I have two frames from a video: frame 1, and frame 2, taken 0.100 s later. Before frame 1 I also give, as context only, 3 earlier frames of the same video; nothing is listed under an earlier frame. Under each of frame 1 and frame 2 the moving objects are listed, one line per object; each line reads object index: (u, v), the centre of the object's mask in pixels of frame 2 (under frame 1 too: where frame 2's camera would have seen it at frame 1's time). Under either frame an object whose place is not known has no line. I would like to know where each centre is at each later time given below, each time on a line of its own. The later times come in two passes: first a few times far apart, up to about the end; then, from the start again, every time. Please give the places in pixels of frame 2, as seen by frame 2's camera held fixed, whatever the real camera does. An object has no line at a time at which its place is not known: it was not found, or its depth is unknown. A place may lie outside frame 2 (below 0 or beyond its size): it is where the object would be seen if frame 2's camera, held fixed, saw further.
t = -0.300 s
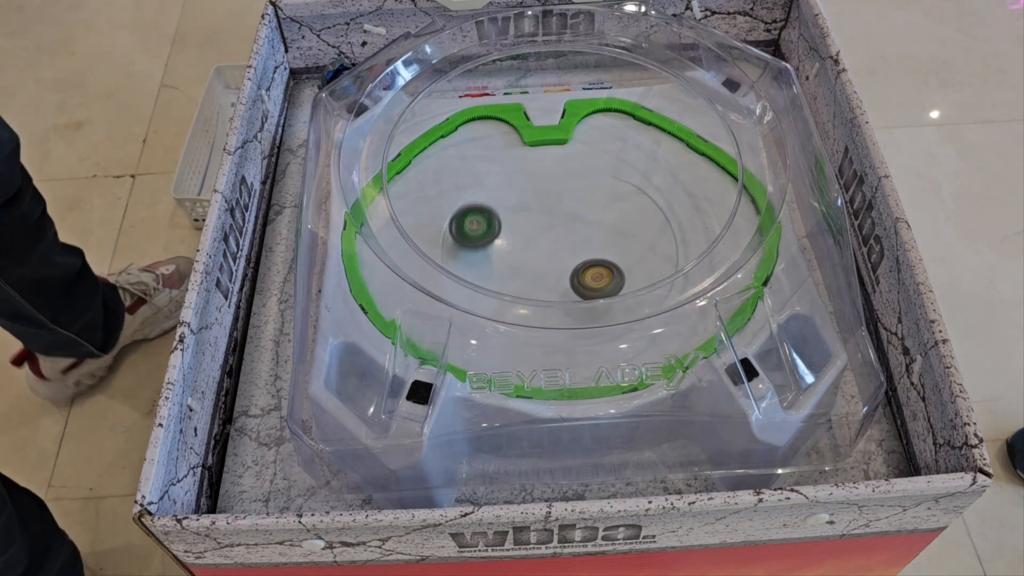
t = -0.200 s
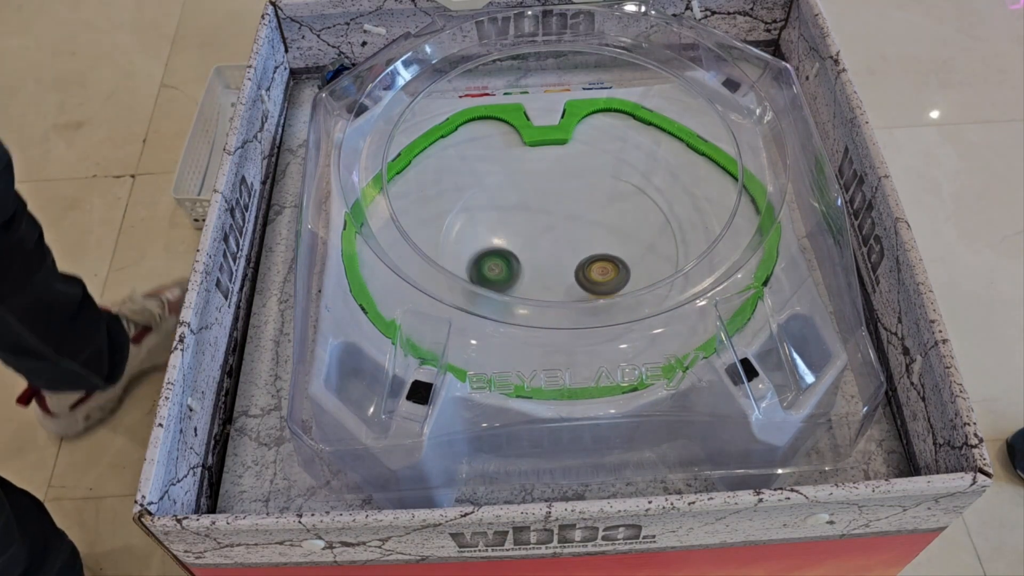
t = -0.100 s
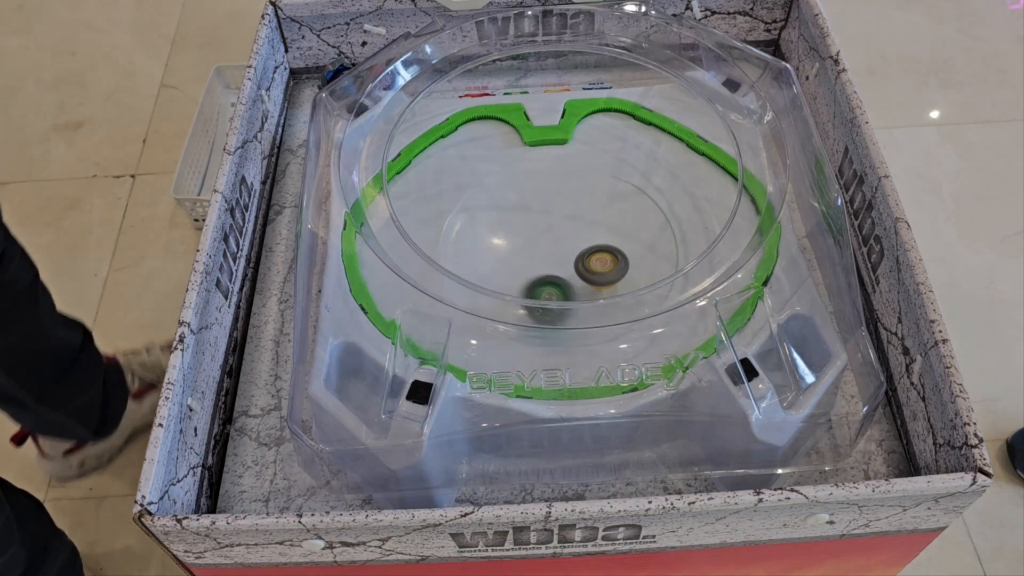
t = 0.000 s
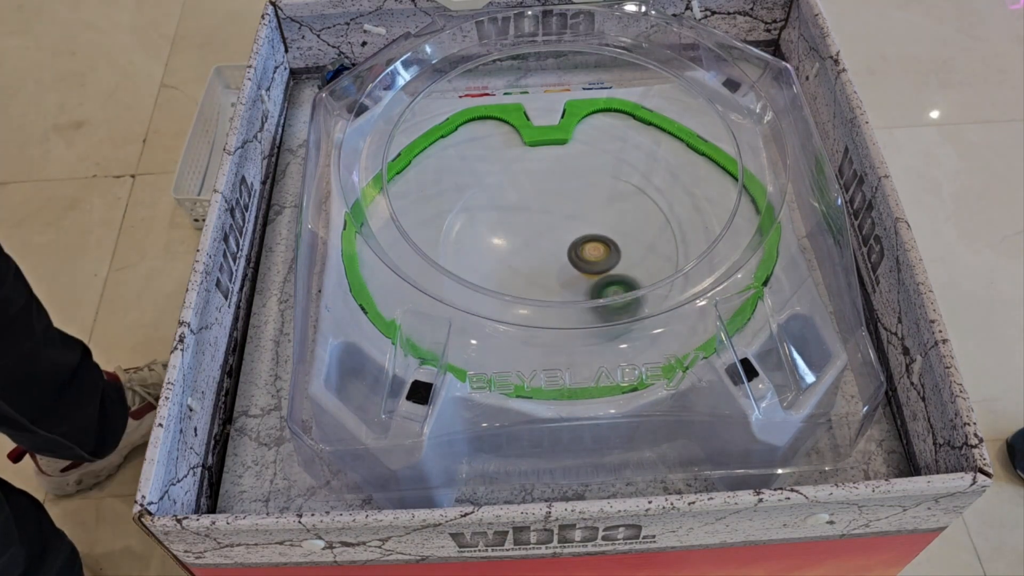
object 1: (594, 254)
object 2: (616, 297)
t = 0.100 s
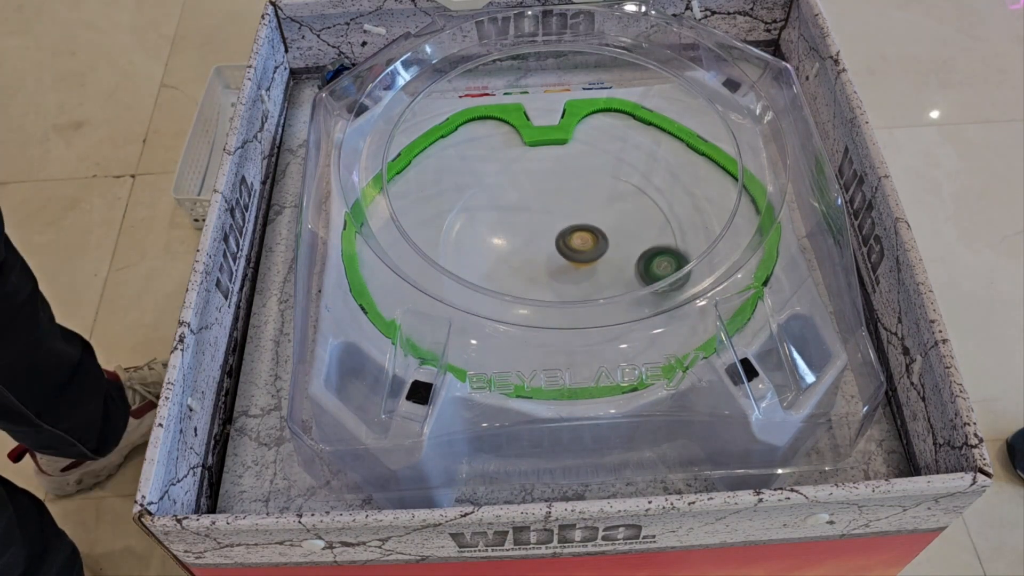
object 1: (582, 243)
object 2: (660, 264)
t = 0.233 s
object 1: (559, 233)
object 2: (661, 215)
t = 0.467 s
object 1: (523, 231)
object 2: (550, 186)
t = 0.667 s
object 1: (501, 274)
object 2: (505, 175)
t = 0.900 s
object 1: (537, 293)
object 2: (528, 248)
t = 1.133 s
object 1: (638, 314)
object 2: (598, 201)
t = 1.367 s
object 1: (689, 233)
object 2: (580, 223)
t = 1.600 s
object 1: (616, 197)
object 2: (531, 252)
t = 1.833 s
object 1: (521, 188)
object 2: (563, 259)
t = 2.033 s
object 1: (476, 202)
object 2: (608, 241)
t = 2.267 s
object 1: (466, 225)
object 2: (576, 239)
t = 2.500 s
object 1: (490, 249)
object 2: (549, 256)
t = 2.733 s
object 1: (497, 252)
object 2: (624, 265)
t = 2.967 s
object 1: (535, 254)
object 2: (592, 227)
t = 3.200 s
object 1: (550, 258)
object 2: (551, 196)
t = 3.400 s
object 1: (590, 281)
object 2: (525, 205)
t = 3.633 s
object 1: (639, 292)
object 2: (501, 205)
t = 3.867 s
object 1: (642, 270)
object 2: (541, 256)
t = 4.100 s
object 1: (623, 264)
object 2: (572, 241)
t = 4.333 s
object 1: (586, 253)
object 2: (562, 205)
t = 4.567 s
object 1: (539, 251)
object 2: (557, 209)
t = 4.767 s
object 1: (477, 284)
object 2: (595, 171)
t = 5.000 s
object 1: (485, 288)
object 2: (583, 167)
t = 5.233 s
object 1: (499, 273)
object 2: (551, 219)
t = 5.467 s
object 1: (466, 254)
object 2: (628, 234)
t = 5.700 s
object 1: (477, 246)
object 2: (641, 225)
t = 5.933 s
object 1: (513, 236)
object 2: (571, 239)
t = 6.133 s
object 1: (405, 175)
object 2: (684, 250)
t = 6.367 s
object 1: (457, 215)
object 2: (527, 125)
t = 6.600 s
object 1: (525, 227)
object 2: (425, 164)
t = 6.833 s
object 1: (600, 226)
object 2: (403, 195)
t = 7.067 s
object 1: (649, 236)
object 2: (379, 228)
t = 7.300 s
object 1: (656, 258)
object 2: (398, 236)
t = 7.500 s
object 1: (631, 276)
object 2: (441, 220)
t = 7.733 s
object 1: (580, 281)
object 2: (534, 219)
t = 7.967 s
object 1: (527, 256)
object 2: (597, 216)
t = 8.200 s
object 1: (504, 216)
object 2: (591, 220)
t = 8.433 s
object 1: (517, 187)
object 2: (573, 233)
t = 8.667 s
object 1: (550, 181)
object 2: (582, 258)
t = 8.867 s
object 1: (581, 197)
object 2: (601, 268)
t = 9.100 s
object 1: (607, 221)
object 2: (580, 281)
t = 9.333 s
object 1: (599, 249)
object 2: (535, 284)
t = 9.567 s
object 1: (603, 258)
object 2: (496, 275)
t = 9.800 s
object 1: (588, 247)
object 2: (482, 270)
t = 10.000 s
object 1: (565, 230)
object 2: (504, 257)
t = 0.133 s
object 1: (577, 240)
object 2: (670, 253)
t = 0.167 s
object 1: (571, 238)
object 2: (674, 242)
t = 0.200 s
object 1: (565, 235)
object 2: (669, 228)
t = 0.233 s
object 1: (559, 233)
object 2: (661, 215)
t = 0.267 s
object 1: (553, 232)
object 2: (650, 203)
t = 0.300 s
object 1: (547, 231)
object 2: (636, 193)
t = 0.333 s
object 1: (541, 230)
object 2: (621, 187)
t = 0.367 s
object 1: (535, 230)
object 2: (605, 182)
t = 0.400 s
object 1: (530, 230)
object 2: (587, 181)
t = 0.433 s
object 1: (526, 231)
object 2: (568, 183)
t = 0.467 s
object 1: (523, 231)
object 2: (550, 186)
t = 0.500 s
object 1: (519, 234)
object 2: (533, 191)
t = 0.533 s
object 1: (509, 249)
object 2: (525, 182)
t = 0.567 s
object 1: (502, 259)
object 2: (518, 176)
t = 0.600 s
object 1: (498, 266)
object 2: (513, 172)
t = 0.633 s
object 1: (499, 271)
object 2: (508, 172)
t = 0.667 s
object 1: (501, 274)
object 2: (505, 175)
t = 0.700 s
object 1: (505, 277)
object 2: (503, 180)
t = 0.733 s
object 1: (509, 280)
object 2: (503, 189)
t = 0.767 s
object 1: (514, 282)
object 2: (504, 201)
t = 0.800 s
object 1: (519, 283)
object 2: (506, 214)
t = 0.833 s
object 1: (525, 284)
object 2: (511, 228)
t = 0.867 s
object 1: (530, 285)
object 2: (519, 243)
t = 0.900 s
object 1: (537, 293)
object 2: (528, 248)
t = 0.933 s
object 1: (543, 313)
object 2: (541, 237)
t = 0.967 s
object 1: (551, 341)
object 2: (552, 231)
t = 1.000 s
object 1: (556, 351)
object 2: (563, 222)
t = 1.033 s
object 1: (565, 359)
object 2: (574, 214)
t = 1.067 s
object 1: (589, 344)
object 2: (584, 208)
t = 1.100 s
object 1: (614, 329)
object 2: (592, 203)
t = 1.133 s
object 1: (638, 314)
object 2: (598, 201)
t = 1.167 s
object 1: (655, 293)
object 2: (603, 200)
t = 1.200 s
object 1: (671, 278)
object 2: (605, 201)
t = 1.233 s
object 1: (682, 265)
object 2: (604, 204)
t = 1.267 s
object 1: (684, 249)
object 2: (601, 207)
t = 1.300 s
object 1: (691, 242)
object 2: (596, 212)
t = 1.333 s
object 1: (690, 237)
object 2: (588, 217)
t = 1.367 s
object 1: (689, 233)
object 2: (580, 223)
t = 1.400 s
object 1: (684, 229)
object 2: (570, 228)
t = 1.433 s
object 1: (676, 225)
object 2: (561, 233)
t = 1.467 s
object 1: (667, 220)
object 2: (552, 237)
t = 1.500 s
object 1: (655, 214)
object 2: (544, 241)
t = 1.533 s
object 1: (643, 208)
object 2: (538, 245)
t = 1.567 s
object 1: (630, 202)
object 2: (533, 248)
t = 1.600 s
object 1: (616, 197)
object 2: (531, 252)
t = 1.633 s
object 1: (601, 193)
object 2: (530, 255)
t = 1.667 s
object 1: (586, 189)
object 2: (532, 257)
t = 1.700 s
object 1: (572, 188)
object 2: (536, 259)
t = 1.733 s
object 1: (558, 187)
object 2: (541, 260)
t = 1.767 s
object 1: (546, 186)
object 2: (547, 261)
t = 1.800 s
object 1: (533, 187)
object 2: (555, 260)
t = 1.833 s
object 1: (521, 188)
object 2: (563, 259)
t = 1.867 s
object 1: (510, 190)
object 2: (572, 257)
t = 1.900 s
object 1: (501, 192)
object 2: (581, 255)
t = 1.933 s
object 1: (493, 194)
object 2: (590, 252)
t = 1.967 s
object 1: (486, 197)
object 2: (598, 248)
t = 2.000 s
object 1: (481, 200)
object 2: (604, 244)
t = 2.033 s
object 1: (476, 202)
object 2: (608, 241)
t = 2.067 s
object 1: (472, 205)
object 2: (610, 238)
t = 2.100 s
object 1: (470, 208)
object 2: (609, 237)
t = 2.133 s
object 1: (468, 212)
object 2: (605, 236)
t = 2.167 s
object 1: (466, 215)
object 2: (600, 236)
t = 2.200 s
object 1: (466, 218)
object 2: (592, 237)
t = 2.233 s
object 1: (466, 221)
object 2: (585, 238)
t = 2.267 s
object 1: (466, 225)
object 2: (576, 239)
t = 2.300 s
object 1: (468, 228)
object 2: (569, 240)
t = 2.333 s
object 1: (469, 231)
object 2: (563, 241)
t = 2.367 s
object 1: (472, 235)
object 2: (558, 243)
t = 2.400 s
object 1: (475, 238)
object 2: (554, 245)
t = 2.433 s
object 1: (479, 242)
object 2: (551, 248)
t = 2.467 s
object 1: (484, 245)
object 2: (550, 252)
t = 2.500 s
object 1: (490, 249)
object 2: (549, 256)
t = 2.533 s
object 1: (495, 251)
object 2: (551, 260)
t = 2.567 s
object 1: (488, 251)
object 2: (567, 264)
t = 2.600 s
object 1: (485, 249)
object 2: (583, 268)
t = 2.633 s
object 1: (486, 248)
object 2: (596, 270)
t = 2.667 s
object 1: (489, 249)
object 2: (609, 270)
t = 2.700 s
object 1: (493, 251)
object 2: (617, 268)
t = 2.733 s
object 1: (497, 252)
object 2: (624, 265)
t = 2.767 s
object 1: (502, 253)
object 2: (627, 261)
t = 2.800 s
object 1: (507, 254)
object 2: (628, 256)
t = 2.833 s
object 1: (512, 255)
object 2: (626, 251)
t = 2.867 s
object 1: (517, 256)
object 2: (621, 244)
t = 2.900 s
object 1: (523, 256)
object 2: (614, 238)
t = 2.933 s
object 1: (529, 255)
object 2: (604, 232)
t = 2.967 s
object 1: (535, 254)
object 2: (592, 227)
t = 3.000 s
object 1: (540, 252)
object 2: (581, 223)
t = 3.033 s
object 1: (540, 255)
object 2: (573, 216)
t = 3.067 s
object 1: (539, 257)
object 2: (568, 209)
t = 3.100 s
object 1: (540, 257)
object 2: (564, 203)
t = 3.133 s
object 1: (543, 258)
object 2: (559, 198)
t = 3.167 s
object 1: (546, 258)
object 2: (555, 196)
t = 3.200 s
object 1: (550, 258)
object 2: (551, 196)
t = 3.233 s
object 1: (555, 258)
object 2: (548, 198)
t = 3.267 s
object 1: (559, 257)
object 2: (545, 203)
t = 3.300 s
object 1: (563, 256)
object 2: (543, 209)
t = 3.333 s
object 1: (566, 255)
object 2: (541, 217)
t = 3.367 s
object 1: (577, 265)
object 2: (534, 214)
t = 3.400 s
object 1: (590, 281)
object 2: (525, 205)
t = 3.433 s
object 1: (601, 293)
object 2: (517, 198)
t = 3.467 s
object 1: (611, 298)
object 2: (511, 194)
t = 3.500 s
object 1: (621, 302)
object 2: (507, 191)
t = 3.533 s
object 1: (630, 304)
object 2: (504, 192)
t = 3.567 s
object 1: (634, 300)
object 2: (502, 195)
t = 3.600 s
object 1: (637, 296)
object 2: (501, 199)
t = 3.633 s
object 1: (639, 292)
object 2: (501, 205)
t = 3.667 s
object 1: (641, 287)
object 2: (504, 213)
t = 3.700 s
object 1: (642, 281)
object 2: (507, 222)
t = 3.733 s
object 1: (644, 278)
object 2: (512, 231)
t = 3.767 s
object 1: (643, 273)
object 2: (518, 239)
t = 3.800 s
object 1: (643, 272)
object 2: (525, 246)
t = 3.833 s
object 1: (643, 271)
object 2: (532, 252)
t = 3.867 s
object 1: (642, 270)
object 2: (541, 256)
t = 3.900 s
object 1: (641, 269)
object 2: (550, 258)
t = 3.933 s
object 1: (638, 268)
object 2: (559, 259)
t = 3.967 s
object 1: (635, 267)
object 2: (567, 258)
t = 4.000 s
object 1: (630, 266)
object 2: (574, 256)
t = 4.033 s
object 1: (628, 265)
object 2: (576, 252)
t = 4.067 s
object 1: (626, 266)
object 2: (575, 247)
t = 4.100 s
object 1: (623, 264)
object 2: (572, 241)
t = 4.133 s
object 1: (619, 263)
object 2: (569, 235)
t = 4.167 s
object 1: (614, 262)
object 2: (566, 230)
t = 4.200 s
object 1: (608, 261)
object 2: (564, 224)
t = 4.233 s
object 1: (603, 259)
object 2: (562, 218)
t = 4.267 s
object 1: (597, 257)
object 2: (561, 213)
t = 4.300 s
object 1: (592, 255)
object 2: (561, 208)
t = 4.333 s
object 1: (586, 253)
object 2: (562, 205)
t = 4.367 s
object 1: (579, 251)
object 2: (562, 204)
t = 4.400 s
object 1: (572, 249)
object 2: (562, 205)
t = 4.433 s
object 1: (564, 249)
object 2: (561, 207)
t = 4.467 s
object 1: (558, 250)
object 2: (559, 207)
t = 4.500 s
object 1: (551, 250)
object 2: (558, 207)
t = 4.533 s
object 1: (545, 251)
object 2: (558, 207)
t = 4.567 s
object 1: (539, 251)
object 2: (557, 209)
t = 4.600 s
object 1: (533, 251)
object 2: (556, 212)
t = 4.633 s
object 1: (525, 253)
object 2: (556, 213)
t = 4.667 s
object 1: (506, 266)
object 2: (569, 200)
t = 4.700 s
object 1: (492, 273)
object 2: (580, 188)
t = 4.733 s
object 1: (485, 275)
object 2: (589, 179)
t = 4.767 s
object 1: (477, 284)
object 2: (595, 171)
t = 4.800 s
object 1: (474, 285)
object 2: (599, 166)
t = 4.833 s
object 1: (472, 290)
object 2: (600, 162)
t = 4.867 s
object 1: (477, 286)
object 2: (600, 160)
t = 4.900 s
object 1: (479, 287)
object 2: (598, 159)
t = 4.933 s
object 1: (482, 288)
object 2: (594, 161)
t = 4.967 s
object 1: (484, 289)
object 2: (589, 163)
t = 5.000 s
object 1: (485, 288)
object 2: (583, 167)
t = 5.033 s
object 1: (487, 287)
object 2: (576, 172)
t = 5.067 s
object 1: (488, 286)
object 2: (570, 178)
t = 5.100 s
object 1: (489, 284)
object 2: (563, 184)
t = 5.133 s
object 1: (492, 278)
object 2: (558, 192)
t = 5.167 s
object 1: (494, 277)
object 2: (555, 200)
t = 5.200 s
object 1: (496, 275)
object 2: (552, 209)
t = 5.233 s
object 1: (499, 273)
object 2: (551, 219)
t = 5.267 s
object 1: (503, 271)
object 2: (551, 228)
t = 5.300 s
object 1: (507, 267)
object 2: (552, 236)
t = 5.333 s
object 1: (510, 262)
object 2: (555, 243)
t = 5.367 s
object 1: (495, 258)
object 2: (574, 236)
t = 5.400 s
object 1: (480, 261)
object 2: (594, 234)
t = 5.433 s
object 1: (471, 258)
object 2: (613, 237)
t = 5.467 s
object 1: (466, 254)
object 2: (628, 234)
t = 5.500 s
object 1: (466, 249)
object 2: (641, 231)
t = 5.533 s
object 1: (468, 247)
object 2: (650, 230)
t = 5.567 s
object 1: (471, 247)
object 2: (654, 228)
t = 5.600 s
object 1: (472, 247)
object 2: (656, 227)
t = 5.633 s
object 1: (474, 247)
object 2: (653, 226)
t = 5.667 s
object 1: (475, 247)
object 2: (648, 225)
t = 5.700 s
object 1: (477, 246)
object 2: (641, 225)
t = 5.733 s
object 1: (480, 245)
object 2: (632, 225)
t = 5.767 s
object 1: (484, 243)
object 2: (622, 226)
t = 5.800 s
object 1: (488, 242)
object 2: (612, 227)
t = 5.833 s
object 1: (494, 241)
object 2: (601, 229)
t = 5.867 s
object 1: (500, 239)
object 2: (591, 231)
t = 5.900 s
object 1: (507, 237)
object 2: (580, 235)
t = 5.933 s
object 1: (513, 236)
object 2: (571, 239)
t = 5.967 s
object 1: (489, 214)
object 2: (593, 247)
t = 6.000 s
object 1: (452, 189)
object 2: (631, 253)
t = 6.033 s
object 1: (416, 172)
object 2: (668, 263)
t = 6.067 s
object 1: (391, 164)
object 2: (716, 293)
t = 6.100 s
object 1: (396, 166)
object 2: (716, 282)
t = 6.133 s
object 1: (405, 175)
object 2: (684, 250)
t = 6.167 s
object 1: (412, 190)
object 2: (662, 222)
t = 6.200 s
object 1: (418, 189)
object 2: (639, 201)
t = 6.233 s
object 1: (426, 197)
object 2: (616, 175)
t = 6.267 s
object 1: (435, 206)
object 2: (593, 155)
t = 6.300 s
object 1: (442, 206)
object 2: (570, 138)
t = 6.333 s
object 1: (450, 214)
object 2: (549, 125)
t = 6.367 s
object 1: (457, 215)
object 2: (527, 125)
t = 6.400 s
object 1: (465, 221)
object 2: (505, 133)
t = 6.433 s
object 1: (475, 224)
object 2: (485, 136)
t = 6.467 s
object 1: (484, 226)
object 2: (468, 142)
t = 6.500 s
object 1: (494, 227)
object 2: (454, 146)
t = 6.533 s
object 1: (504, 228)
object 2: (442, 153)
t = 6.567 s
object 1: (515, 227)
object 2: (433, 159)
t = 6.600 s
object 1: (525, 227)
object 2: (425, 164)
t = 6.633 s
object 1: (536, 227)
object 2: (419, 170)
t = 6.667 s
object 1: (547, 226)
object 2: (414, 174)
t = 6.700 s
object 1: (558, 226)
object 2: (410, 179)
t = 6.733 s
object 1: (569, 226)
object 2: (407, 184)
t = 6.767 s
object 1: (580, 226)
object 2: (406, 188)
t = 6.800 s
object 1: (590, 226)
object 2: (404, 192)
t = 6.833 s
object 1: (600, 226)
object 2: (403, 195)
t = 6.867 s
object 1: (609, 227)
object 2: (402, 200)
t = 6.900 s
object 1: (618, 228)
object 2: (401, 203)
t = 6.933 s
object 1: (626, 229)
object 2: (400, 207)
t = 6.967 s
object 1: (633, 230)
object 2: (396, 216)
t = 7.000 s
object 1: (639, 232)
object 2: (393, 223)
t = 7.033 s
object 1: (645, 234)
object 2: (383, 228)
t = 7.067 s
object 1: (649, 236)
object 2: (379, 228)
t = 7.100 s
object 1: (652, 238)
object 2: (380, 233)
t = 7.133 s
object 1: (654, 241)
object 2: (382, 237)
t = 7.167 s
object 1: (655, 243)
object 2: (384, 239)
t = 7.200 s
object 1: (657, 246)
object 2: (385, 240)
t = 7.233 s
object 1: (657, 250)
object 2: (387, 240)
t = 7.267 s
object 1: (657, 254)
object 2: (391, 239)
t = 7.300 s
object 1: (656, 258)
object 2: (398, 236)
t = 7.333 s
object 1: (654, 262)
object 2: (402, 234)
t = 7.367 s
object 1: (651, 265)
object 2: (408, 231)
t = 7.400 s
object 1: (647, 268)
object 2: (420, 226)
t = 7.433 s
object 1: (642, 271)
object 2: (425, 224)
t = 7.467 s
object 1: (636, 274)
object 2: (432, 222)
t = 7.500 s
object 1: (631, 276)
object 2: (441, 220)
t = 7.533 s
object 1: (625, 278)
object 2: (452, 219)
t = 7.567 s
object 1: (618, 280)
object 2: (463, 217)
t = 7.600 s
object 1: (611, 281)
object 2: (476, 217)
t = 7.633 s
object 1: (603, 281)
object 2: (490, 218)
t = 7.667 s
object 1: (596, 283)
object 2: (505, 218)
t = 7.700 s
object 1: (588, 282)
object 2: (520, 219)
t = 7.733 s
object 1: (580, 281)
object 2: (534, 219)
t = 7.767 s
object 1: (571, 280)
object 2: (548, 219)
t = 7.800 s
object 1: (563, 277)
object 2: (560, 219)
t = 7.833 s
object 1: (555, 274)
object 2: (570, 219)
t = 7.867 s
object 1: (547, 270)
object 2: (580, 219)
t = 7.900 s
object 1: (540, 266)
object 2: (587, 218)
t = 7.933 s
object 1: (533, 261)
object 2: (593, 217)
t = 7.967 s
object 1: (527, 256)
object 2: (597, 216)
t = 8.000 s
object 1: (521, 251)
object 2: (599, 216)
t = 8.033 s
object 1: (516, 245)
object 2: (601, 216)
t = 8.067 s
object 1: (512, 239)
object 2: (600, 216)
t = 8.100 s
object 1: (509, 233)
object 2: (599, 217)
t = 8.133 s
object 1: (506, 228)
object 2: (597, 217)
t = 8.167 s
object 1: (505, 222)
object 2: (594, 219)
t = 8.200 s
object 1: (504, 216)
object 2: (591, 220)
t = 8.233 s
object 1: (504, 211)
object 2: (587, 221)
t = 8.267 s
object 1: (505, 206)
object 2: (584, 222)
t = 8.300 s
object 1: (507, 202)
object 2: (580, 224)
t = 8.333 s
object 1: (509, 197)
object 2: (577, 226)
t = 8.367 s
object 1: (511, 194)
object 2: (575, 228)
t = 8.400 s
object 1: (514, 190)
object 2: (574, 230)
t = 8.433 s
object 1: (517, 187)
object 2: (573, 233)
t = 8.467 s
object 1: (521, 185)
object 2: (572, 236)
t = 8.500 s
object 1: (525, 183)
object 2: (572, 239)
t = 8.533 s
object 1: (530, 181)
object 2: (573, 242)
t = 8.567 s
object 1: (534, 180)
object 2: (575, 246)
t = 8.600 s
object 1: (539, 180)
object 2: (576, 250)
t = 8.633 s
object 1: (545, 180)
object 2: (579, 255)
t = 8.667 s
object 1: (550, 181)
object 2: (582, 258)
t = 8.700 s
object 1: (555, 183)
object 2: (585, 262)
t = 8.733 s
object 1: (561, 184)
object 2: (589, 265)
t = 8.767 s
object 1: (566, 187)
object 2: (592, 267)
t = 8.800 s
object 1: (571, 190)
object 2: (596, 269)
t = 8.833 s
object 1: (576, 193)
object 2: (598, 269)
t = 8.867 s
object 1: (581, 197)
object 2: (601, 268)
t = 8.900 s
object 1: (585, 202)
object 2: (604, 267)
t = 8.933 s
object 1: (589, 206)
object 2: (605, 267)
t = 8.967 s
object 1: (593, 211)
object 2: (605, 267)
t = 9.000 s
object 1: (596, 216)
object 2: (603, 267)
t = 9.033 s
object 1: (598, 222)
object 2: (599, 267)
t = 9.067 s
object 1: (602, 222)
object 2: (590, 273)
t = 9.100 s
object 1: (607, 221)
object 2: (580, 281)
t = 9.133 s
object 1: (610, 222)
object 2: (570, 285)
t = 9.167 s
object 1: (611, 226)
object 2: (560, 287)
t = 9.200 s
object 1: (610, 230)
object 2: (552, 288)
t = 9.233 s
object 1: (608, 234)
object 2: (545, 288)
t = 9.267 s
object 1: (605, 239)
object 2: (540, 287)
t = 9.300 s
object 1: (602, 244)
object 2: (537, 286)
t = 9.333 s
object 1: (599, 249)
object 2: (535, 284)
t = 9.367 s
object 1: (595, 253)
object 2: (534, 283)
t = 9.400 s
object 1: (590, 257)
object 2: (535, 281)
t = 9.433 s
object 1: (585, 260)
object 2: (535, 279)
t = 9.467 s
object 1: (584, 261)
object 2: (532, 278)
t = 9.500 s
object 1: (586, 261)
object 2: (522, 277)
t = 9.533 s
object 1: (596, 259)
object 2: (507, 276)
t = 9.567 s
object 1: (603, 258)
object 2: (496, 275)
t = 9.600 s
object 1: (606, 257)
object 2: (488, 274)
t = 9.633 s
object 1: (606, 256)
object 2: (483, 272)
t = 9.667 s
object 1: (603, 255)
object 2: (480, 272)
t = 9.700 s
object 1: (599, 254)
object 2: (479, 271)
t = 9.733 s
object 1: (596, 251)
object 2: (479, 271)
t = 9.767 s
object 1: (592, 249)
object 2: (480, 270)
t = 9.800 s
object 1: (588, 247)
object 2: (482, 270)
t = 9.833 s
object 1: (584, 244)
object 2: (484, 269)
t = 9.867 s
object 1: (579, 241)
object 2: (487, 268)
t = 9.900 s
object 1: (576, 238)
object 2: (491, 266)
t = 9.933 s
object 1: (572, 235)
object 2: (496, 263)
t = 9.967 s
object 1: (568, 233)
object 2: (500, 260)
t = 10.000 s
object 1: (565, 230)
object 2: (504, 257)
